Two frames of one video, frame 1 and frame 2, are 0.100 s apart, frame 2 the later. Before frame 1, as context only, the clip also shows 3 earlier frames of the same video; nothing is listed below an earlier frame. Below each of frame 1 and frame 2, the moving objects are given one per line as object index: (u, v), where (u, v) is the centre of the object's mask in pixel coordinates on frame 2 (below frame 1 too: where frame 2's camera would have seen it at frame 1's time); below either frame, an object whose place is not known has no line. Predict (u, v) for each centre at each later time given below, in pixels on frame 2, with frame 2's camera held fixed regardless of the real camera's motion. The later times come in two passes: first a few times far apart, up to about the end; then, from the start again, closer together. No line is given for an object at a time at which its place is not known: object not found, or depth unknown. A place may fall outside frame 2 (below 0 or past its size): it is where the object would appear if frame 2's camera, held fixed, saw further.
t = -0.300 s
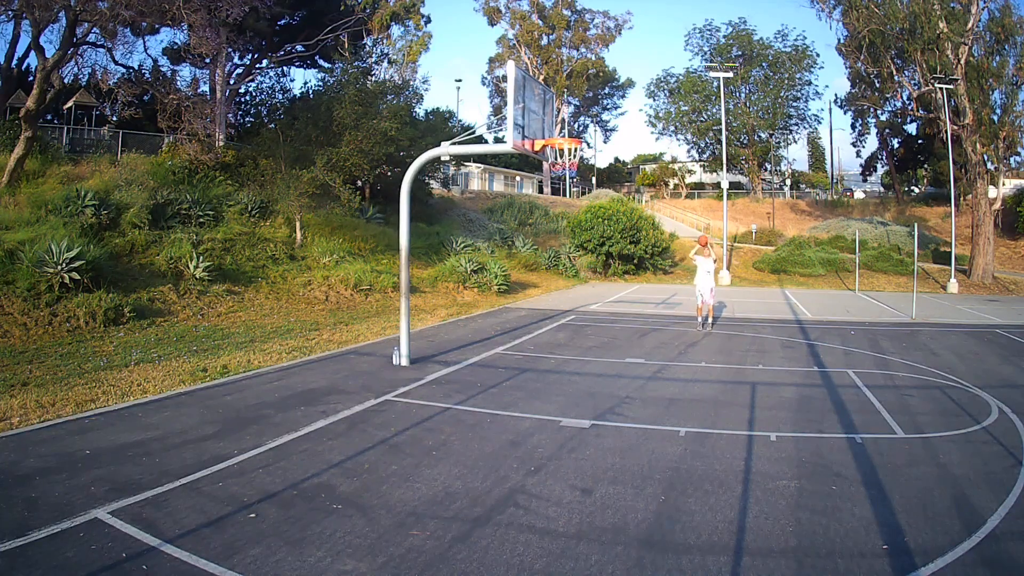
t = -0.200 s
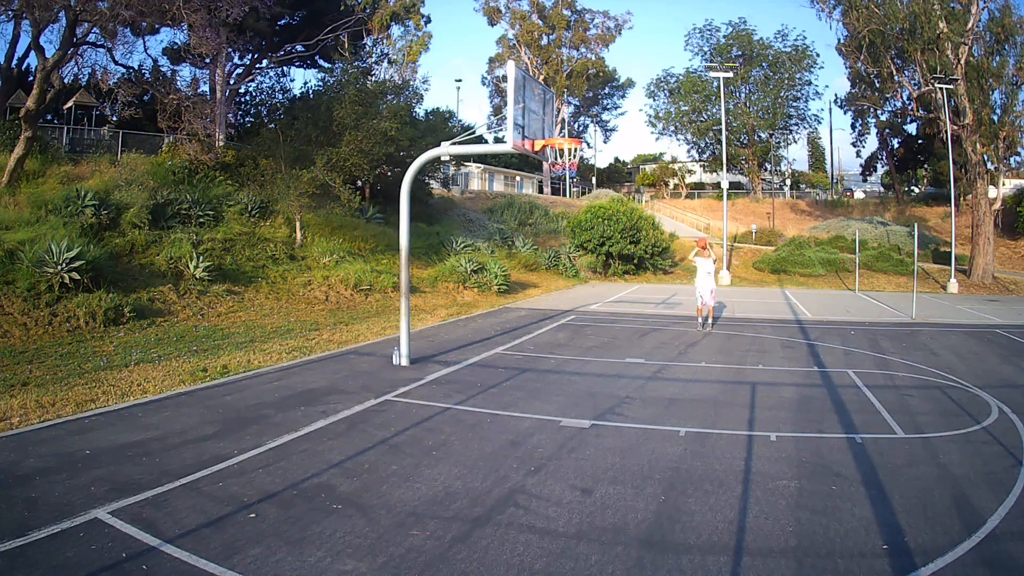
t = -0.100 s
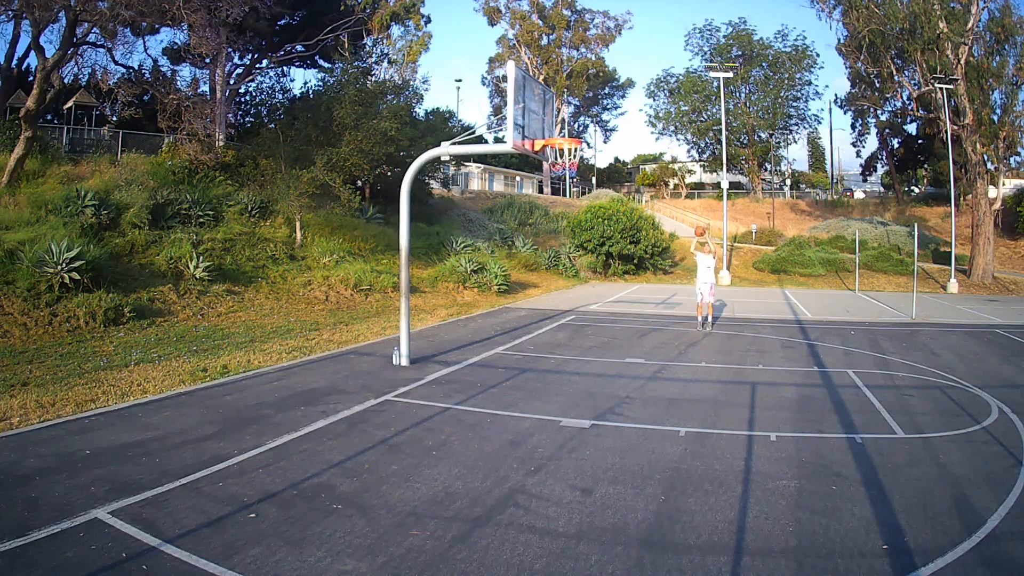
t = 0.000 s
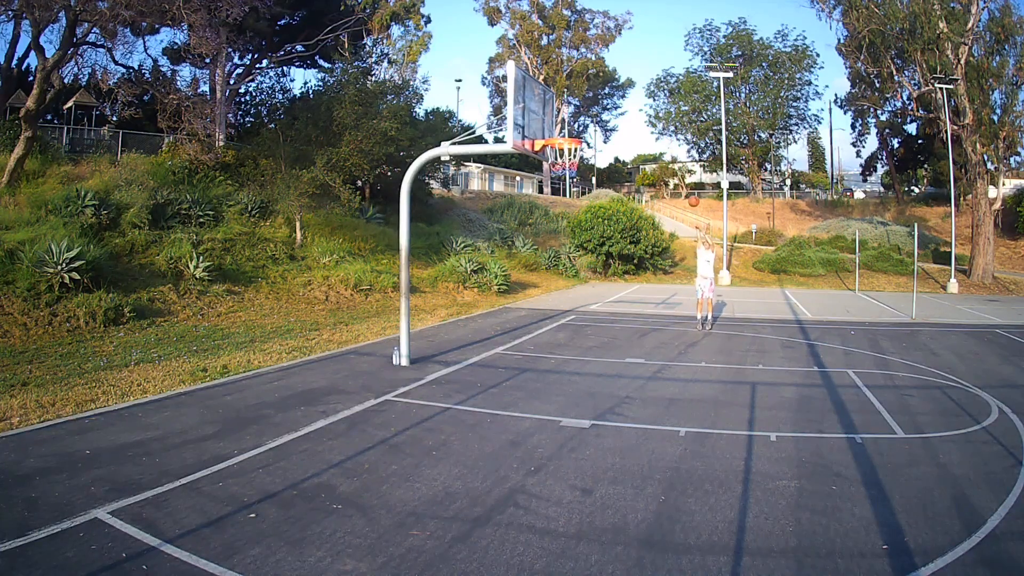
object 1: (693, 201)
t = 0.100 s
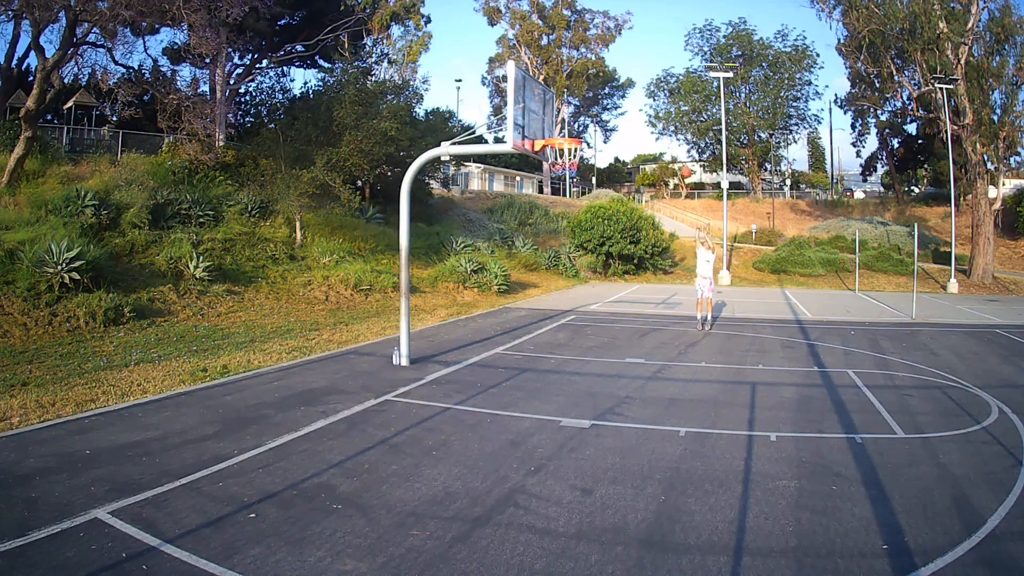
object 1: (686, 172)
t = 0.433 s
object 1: (655, 103)
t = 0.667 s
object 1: (630, 82)
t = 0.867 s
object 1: (605, 87)
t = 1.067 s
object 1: (578, 121)
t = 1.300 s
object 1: (546, 154)
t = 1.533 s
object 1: (532, 149)
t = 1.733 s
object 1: (543, 183)
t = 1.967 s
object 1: (556, 266)
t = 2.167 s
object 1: (565, 374)
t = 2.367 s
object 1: (583, 313)
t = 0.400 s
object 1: (658, 107)
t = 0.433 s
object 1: (655, 103)
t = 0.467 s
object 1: (652, 97)
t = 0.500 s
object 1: (649, 94)
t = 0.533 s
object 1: (645, 91)
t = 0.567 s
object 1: (641, 87)
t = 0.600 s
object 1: (638, 85)
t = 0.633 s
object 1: (634, 83)
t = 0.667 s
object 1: (630, 82)
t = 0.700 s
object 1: (626, 82)
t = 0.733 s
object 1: (623, 82)
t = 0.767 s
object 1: (618, 82)
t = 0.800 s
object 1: (614, 83)
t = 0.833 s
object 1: (610, 84)
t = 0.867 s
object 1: (605, 87)
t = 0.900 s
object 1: (601, 91)
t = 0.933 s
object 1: (597, 95)
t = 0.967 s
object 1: (592, 100)
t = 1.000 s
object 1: (587, 107)
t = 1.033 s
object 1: (582, 113)
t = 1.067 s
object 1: (578, 121)
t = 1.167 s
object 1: (563, 150)
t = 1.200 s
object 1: (556, 163)
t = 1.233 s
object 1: (552, 162)
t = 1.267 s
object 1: (549, 158)
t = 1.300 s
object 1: (546, 154)
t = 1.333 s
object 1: (545, 151)
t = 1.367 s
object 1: (544, 148)
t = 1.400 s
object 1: (542, 146)
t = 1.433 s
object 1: (539, 146)
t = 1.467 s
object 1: (537, 146)
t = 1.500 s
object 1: (534, 147)
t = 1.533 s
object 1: (532, 149)
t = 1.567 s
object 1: (534, 153)
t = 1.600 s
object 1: (536, 157)
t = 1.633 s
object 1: (538, 161)
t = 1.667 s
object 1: (540, 168)
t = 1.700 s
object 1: (541, 175)
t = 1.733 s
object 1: (543, 183)
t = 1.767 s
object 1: (545, 192)
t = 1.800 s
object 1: (547, 202)
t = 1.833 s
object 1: (549, 212)
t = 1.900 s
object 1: (552, 237)
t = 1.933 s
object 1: (554, 251)
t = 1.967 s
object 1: (556, 266)
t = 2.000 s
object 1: (558, 282)
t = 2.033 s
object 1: (559, 299)
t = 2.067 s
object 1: (561, 316)
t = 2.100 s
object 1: (562, 335)
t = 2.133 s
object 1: (564, 354)
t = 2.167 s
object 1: (565, 374)
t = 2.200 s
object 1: (567, 382)
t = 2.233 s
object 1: (570, 367)
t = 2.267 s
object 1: (573, 352)
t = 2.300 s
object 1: (577, 339)
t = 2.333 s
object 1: (580, 325)
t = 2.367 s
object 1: (583, 313)
